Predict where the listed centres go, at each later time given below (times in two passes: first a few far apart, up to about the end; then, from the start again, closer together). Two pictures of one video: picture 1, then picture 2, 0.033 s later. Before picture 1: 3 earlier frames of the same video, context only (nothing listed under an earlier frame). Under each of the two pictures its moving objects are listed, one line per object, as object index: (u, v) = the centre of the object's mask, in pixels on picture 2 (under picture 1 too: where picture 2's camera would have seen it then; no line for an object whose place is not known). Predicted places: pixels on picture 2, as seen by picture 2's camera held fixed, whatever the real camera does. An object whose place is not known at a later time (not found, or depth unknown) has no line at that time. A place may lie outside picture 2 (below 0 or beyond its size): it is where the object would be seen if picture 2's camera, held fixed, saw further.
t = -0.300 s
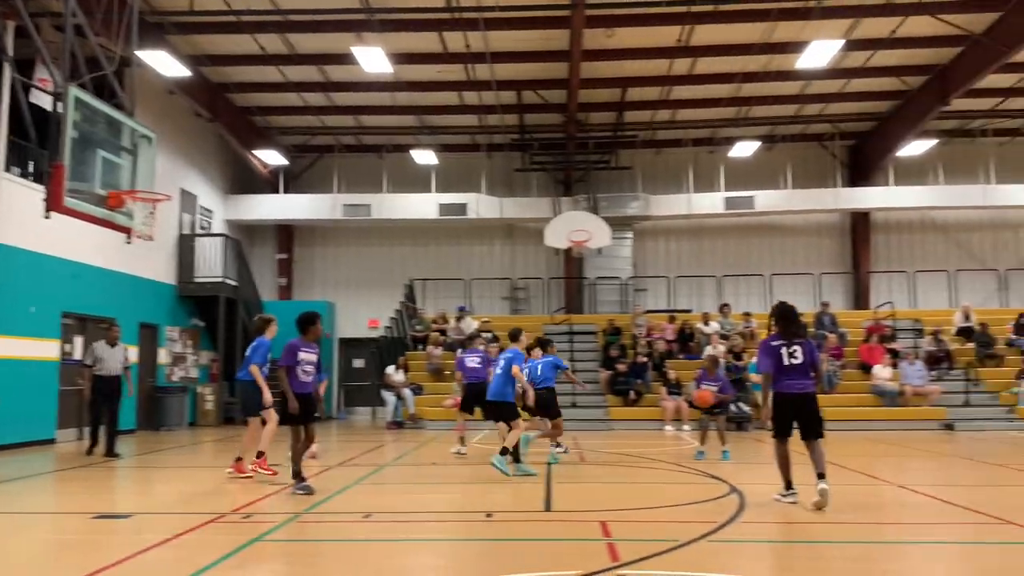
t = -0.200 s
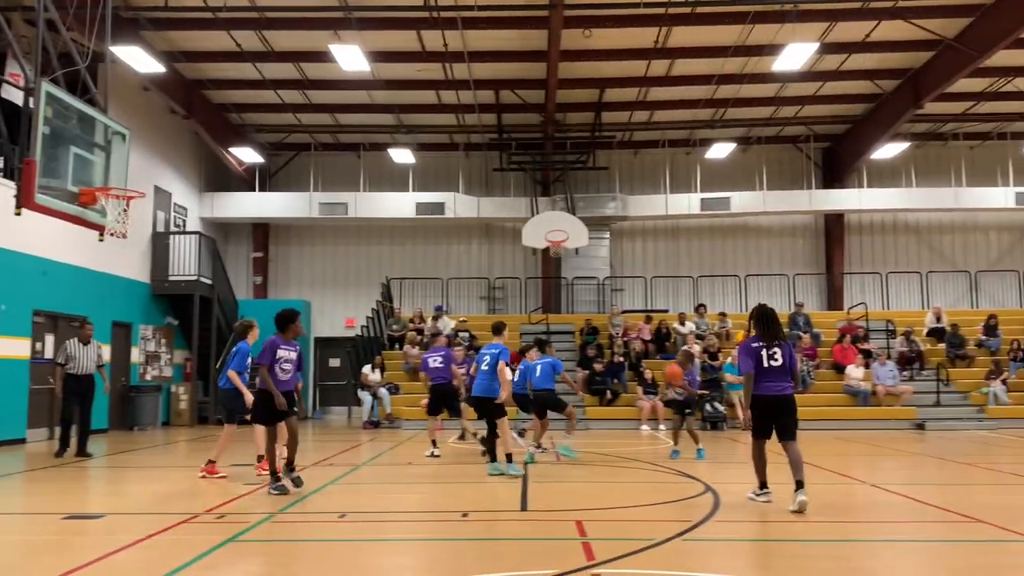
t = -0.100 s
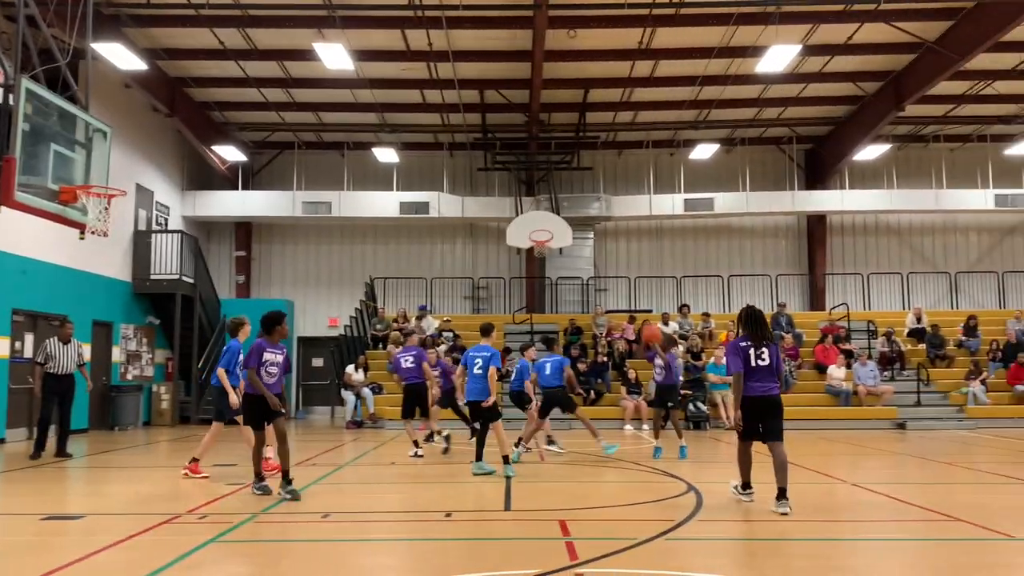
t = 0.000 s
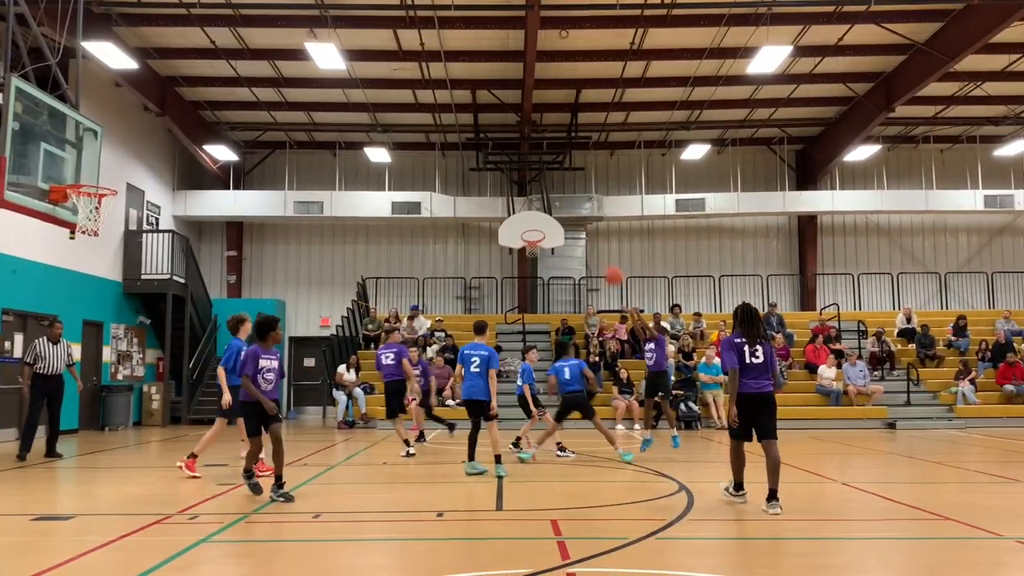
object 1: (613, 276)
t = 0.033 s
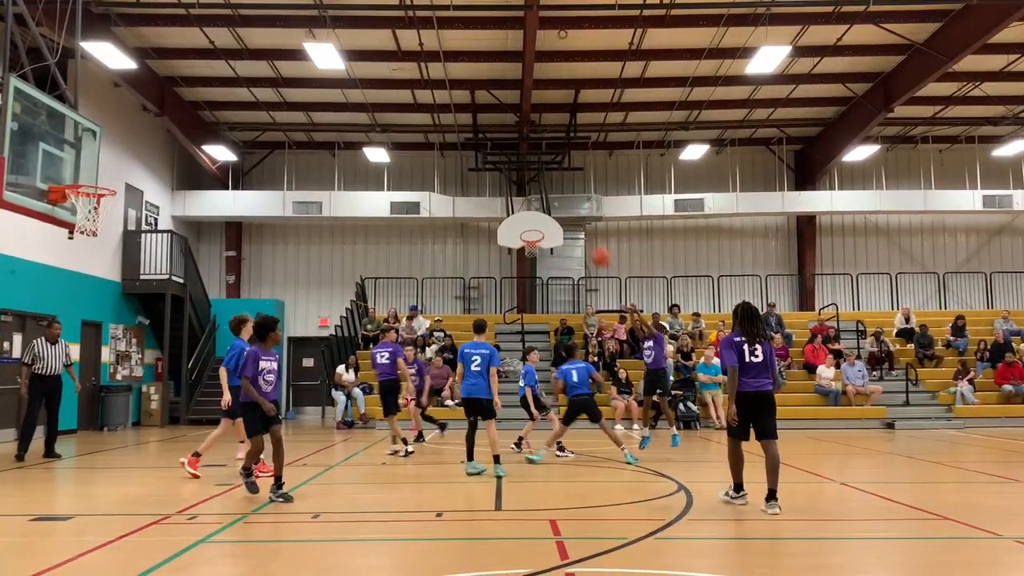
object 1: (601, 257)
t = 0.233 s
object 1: (530, 163)
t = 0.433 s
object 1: (457, 98)
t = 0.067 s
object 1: (590, 239)
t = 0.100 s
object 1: (577, 223)
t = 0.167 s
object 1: (553, 190)
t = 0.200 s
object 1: (542, 177)
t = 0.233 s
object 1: (530, 163)
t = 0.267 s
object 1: (518, 151)
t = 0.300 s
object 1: (507, 139)
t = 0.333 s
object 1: (494, 127)
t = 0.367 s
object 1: (482, 116)
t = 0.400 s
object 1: (470, 108)
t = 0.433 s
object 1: (457, 98)
